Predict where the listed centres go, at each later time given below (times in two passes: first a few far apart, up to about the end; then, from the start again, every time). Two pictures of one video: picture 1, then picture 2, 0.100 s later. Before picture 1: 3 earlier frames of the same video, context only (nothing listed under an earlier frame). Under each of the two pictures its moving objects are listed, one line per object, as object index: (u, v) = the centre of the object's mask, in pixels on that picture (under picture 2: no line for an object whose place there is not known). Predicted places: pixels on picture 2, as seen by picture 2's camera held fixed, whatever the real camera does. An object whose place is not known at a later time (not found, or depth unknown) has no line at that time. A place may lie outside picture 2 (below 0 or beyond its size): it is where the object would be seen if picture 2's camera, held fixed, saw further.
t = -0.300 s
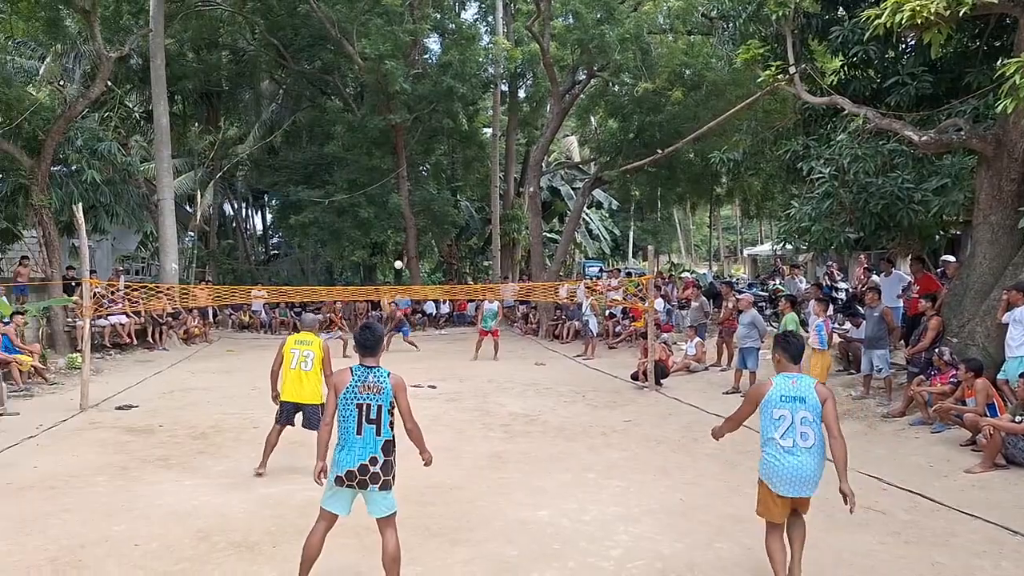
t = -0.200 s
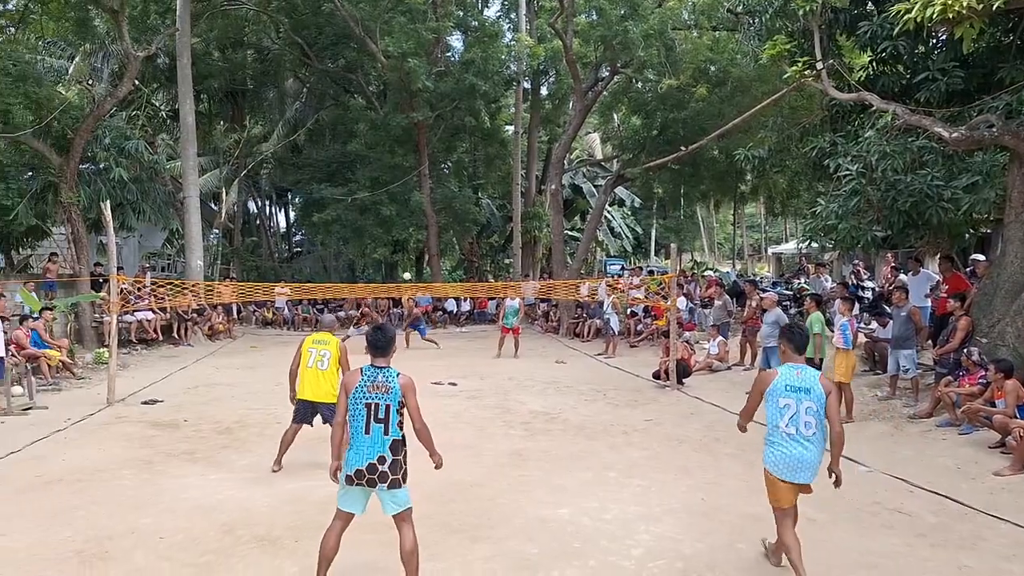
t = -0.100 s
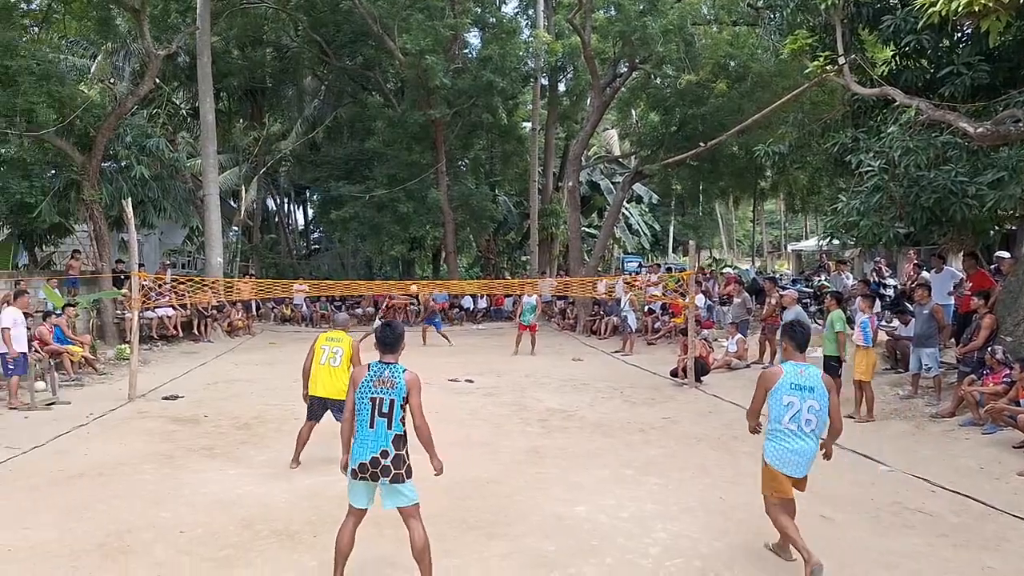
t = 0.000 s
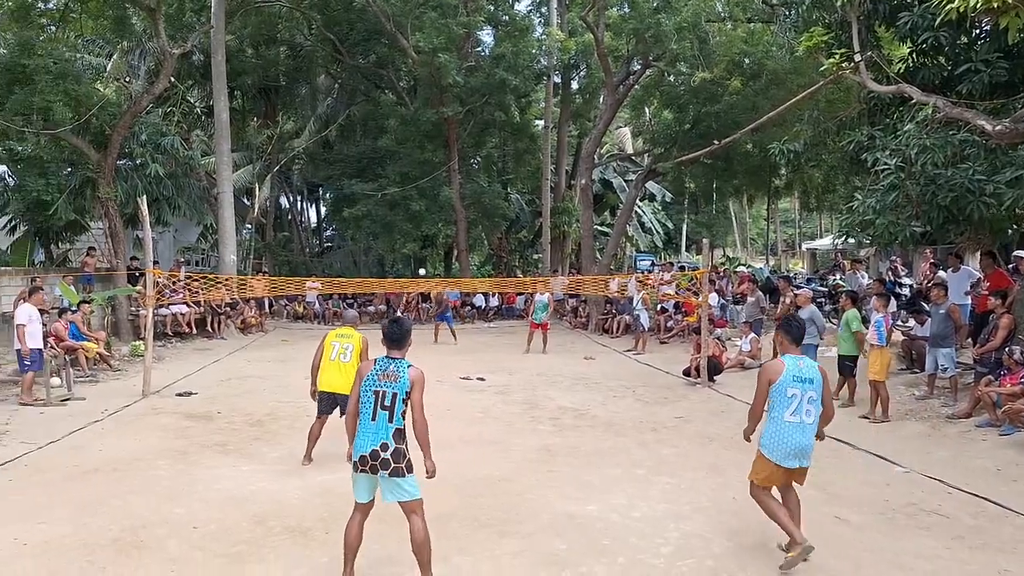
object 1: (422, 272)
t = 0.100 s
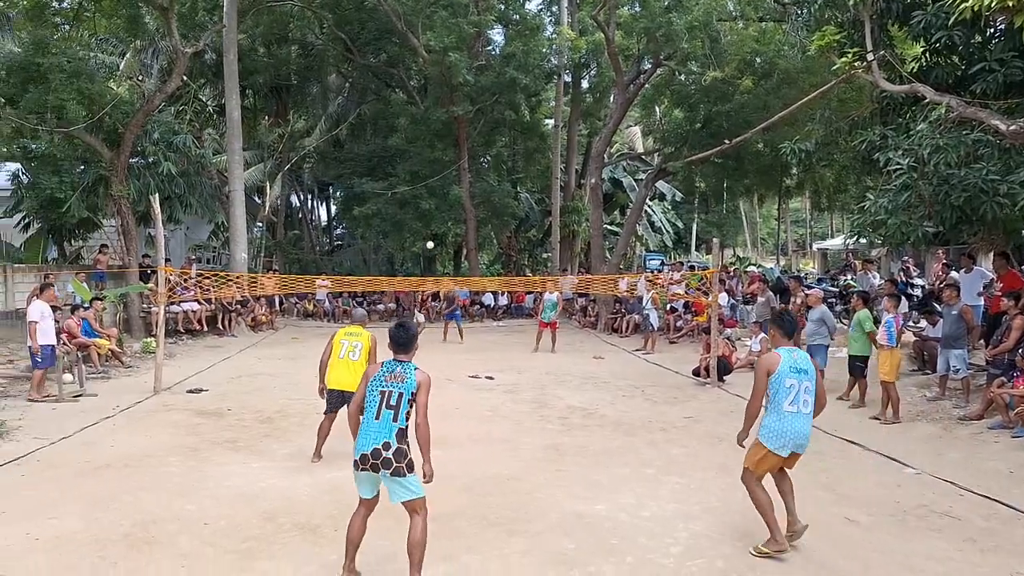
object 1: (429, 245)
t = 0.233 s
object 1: (427, 213)
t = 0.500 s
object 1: (419, 163)
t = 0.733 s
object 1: (409, 143)
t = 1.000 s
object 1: (389, 173)
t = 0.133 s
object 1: (429, 237)
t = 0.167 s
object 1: (428, 229)
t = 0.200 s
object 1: (428, 221)
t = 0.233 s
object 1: (427, 213)
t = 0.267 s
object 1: (426, 206)
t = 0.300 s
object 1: (425, 199)
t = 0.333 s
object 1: (424, 192)
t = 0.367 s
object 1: (423, 185)
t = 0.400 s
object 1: (422, 179)
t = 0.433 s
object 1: (421, 173)
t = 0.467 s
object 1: (420, 168)
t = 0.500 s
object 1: (419, 163)
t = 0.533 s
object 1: (418, 158)
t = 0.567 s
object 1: (416, 154)
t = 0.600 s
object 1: (415, 151)
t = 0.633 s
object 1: (414, 148)
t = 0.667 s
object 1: (412, 145)
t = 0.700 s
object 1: (410, 144)
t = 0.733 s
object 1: (409, 143)
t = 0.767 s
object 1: (407, 143)
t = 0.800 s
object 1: (405, 143)
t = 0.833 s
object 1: (402, 145)
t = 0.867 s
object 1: (401, 148)
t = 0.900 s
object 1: (398, 152)
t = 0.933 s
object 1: (395, 157)
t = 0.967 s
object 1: (392, 164)
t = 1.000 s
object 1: (389, 173)
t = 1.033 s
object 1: (385, 184)
